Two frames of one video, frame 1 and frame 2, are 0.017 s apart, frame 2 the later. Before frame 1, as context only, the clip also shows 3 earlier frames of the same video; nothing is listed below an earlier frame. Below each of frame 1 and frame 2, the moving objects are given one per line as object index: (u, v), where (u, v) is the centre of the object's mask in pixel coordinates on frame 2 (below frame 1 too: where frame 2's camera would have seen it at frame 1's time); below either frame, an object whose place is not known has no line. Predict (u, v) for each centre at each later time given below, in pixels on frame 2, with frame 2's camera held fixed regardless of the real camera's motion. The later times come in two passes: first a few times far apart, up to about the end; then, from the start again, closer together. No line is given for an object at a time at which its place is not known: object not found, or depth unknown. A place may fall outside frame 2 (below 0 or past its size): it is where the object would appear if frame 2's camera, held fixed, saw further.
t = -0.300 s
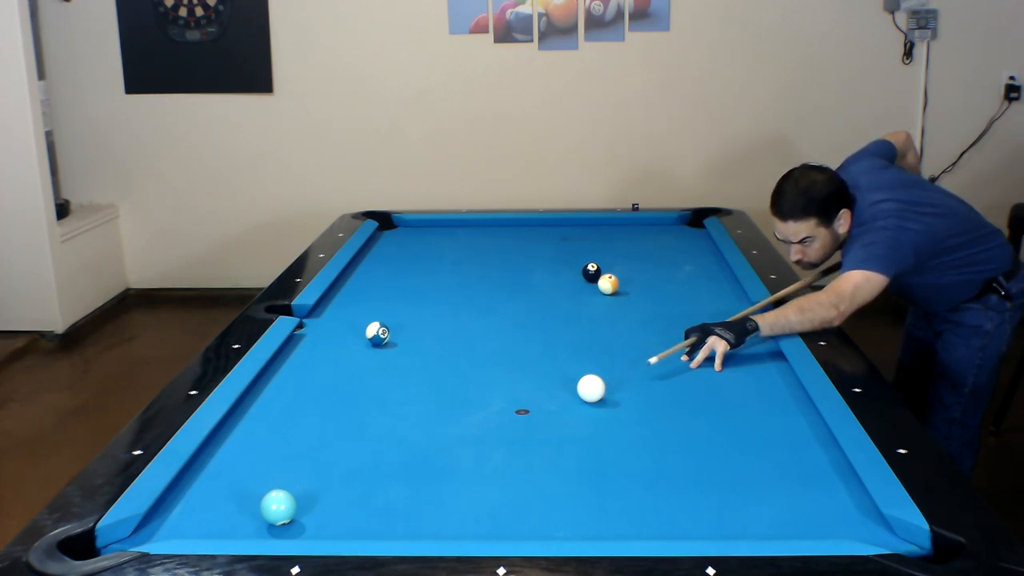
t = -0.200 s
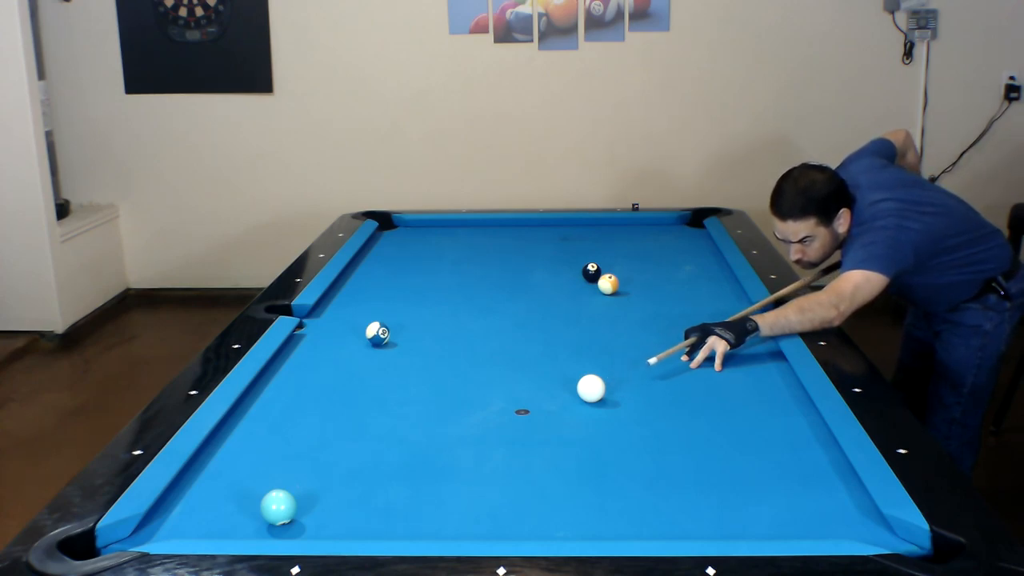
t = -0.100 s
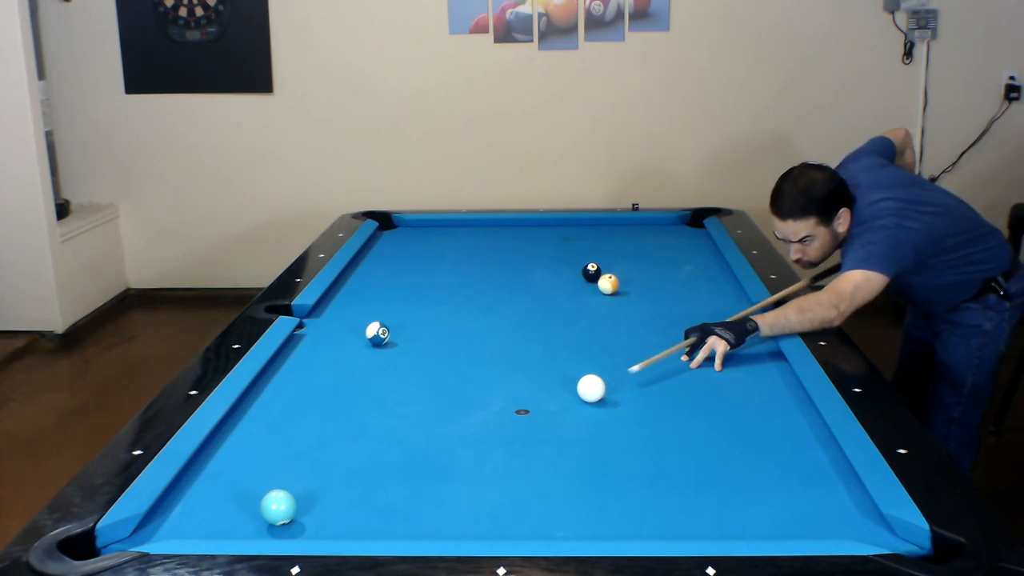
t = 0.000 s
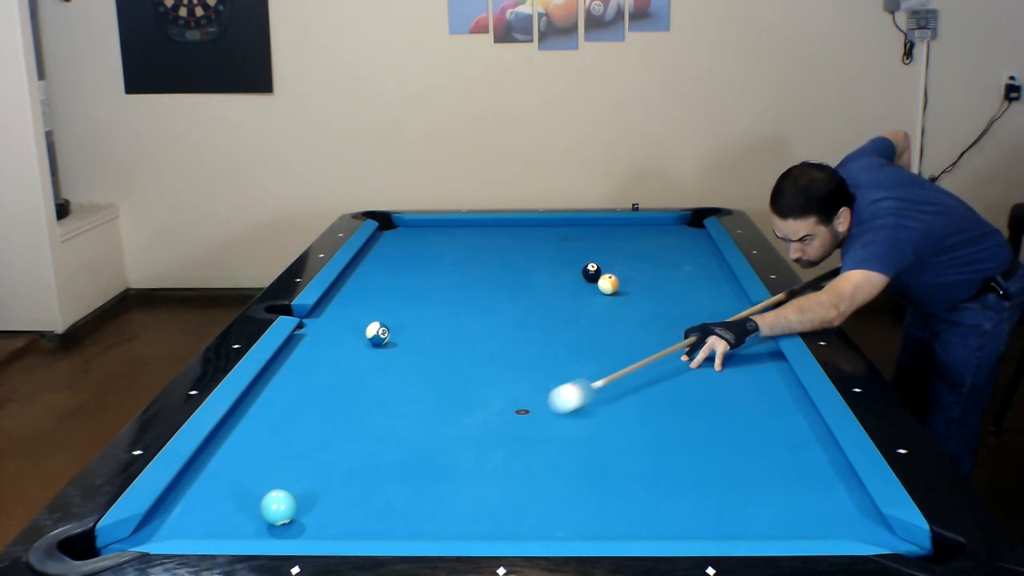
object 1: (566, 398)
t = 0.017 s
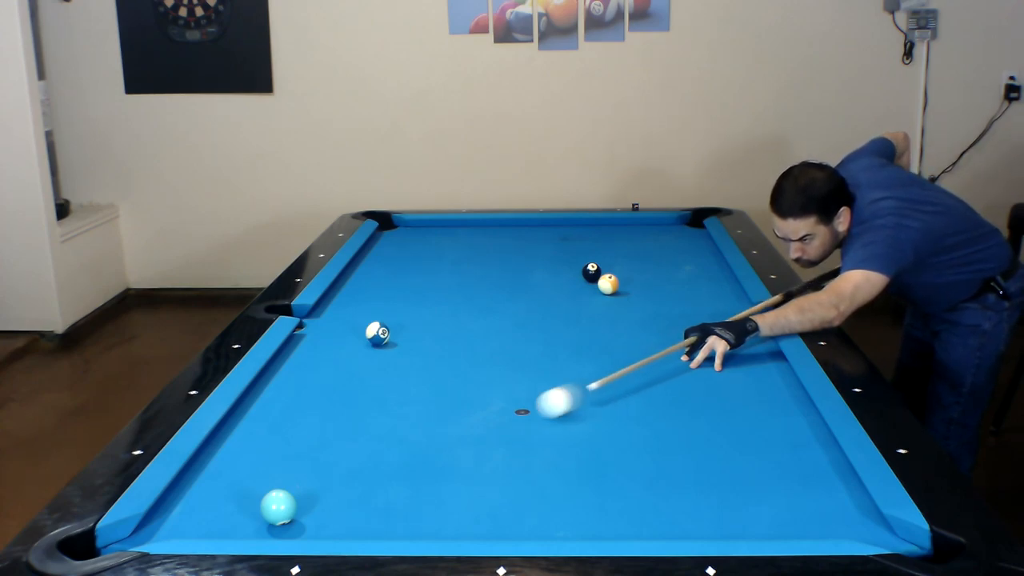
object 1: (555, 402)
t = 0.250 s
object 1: (393, 468)
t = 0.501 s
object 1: (306, 524)
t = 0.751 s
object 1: (313, 511)
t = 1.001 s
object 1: (330, 482)
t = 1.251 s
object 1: (344, 458)
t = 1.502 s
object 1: (356, 438)
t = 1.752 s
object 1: (367, 420)
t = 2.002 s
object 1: (376, 404)
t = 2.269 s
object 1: (385, 390)
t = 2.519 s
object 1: (392, 378)
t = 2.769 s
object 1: (398, 368)
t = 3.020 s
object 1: (404, 359)
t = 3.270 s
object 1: (410, 351)
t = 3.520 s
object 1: (415, 344)
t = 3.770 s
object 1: (419, 338)
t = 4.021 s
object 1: (423, 333)
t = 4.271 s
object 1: (425, 328)
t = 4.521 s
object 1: (427, 324)
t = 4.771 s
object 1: (429, 321)
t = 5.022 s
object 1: (431, 318)
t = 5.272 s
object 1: (433, 316)
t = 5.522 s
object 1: (434, 315)
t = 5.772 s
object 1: (435, 314)
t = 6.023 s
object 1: (436, 314)
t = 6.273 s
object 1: (436, 314)
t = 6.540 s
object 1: (440, 311)
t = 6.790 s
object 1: (436, 314)
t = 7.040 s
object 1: (436, 314)
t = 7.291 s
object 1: (436, 314)
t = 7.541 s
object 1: (436, 314)
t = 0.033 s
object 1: (543, 407)
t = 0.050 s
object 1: (532, 412)
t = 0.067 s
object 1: (520, 417)
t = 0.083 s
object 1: (508, 422)
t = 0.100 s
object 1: (496, 426)
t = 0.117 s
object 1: (484, 431)
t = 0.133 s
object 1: (473, 435)
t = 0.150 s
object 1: (462, 440)
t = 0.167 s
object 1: (450, 445)
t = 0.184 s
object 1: (439, 449)
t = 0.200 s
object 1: (428, 454)
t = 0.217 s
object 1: (417, 459)
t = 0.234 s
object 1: (404, 464)
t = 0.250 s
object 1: (393, 468)
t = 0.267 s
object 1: (380, 473)
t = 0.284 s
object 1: (368, 478)
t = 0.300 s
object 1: (355, 483)
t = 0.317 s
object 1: (342, 488)
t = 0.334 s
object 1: (329, 494)
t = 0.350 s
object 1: (317, 499)
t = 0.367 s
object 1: (314, 502)
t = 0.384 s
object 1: (315, 504)
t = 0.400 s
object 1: (315, 507)
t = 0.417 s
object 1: (314, 510)
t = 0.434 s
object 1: (314, 513)
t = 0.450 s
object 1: (312, 516)
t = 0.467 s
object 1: (311, 519)
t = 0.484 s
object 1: (308, 522)
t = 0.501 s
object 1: (306, 524)
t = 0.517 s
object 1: (303, 526)
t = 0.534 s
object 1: (301, 528)
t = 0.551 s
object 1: (299, 530)
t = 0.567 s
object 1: (299, 529)
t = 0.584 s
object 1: (301, 528)
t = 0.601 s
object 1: (302, 527)
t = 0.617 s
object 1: (303, 525)
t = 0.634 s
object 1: (304, 524)
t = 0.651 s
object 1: (306, 523)
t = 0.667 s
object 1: (307, 521)
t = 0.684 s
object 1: (308, 519)
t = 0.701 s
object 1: (309, 517)
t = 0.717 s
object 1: (310, 515)
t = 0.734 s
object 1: (312, 513)
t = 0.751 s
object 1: (313, 511)
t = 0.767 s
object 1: (314, 509)
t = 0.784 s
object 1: (315, 507)
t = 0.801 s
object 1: (317, 505)
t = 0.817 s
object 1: (318, 503)
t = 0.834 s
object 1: (319, 500)
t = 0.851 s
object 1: (320, 499)
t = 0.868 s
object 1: (321, 497)
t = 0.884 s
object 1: (322, 495)
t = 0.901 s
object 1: (323, 493)
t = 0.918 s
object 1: (325, 491)
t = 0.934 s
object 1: (325, 489)
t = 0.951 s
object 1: (327, 488)
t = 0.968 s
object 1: (328, 486)
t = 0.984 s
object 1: (329, 484)
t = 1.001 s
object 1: (330, 482)
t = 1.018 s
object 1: (331, 481)
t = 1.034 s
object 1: (332, 479)
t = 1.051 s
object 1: (333, 477)
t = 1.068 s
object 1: (334, 476)
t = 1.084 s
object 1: (335, 474)
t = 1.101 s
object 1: (335, 472)
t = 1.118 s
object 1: (337, 470)
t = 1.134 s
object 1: (337, 469)
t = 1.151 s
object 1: (338, 467)
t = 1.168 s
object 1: (339, 466)
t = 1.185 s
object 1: (340, 464)
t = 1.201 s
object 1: (341, 463)
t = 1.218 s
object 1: (342, 461)
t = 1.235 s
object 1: (343, 460)
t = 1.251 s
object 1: (344, 458)
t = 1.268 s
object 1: (345, 457)
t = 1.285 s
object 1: (346, 455)
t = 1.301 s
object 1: (346, 454)
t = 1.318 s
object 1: (347, 452)
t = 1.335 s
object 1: (348, 451)
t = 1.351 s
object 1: (349, 450)
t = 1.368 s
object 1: (350, 448)
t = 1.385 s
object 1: (351, 447)
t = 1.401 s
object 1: (351, 445)
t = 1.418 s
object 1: (352, 444)
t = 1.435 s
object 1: (353, 443)
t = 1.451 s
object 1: (354, 441)
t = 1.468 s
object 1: (355, 440)
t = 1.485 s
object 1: (355, 439)
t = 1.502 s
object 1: (356, 438)
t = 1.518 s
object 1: (357, 436)
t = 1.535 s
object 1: (358, 435)
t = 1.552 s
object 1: (358, 434)
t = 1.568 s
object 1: (359, 433)
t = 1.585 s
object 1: (360, 431)
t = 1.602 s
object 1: (361, 430)
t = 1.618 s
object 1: (361, 429)
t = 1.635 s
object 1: (362, 428)
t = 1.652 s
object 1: (363, 426)
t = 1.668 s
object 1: (363, 425)
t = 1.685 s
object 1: (364, 424)
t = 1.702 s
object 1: (365, 423)
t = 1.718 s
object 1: (366, 422)
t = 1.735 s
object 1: (366, 421)
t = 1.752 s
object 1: (367, 420)
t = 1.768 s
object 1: (367, 419)
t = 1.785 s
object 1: (368, 418)
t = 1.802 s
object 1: (369, 416)
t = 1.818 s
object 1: (370, 415)
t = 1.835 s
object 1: (370, 414)
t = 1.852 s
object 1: (371, 413)
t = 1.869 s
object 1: (371, 412)
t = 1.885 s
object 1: (372, 411)
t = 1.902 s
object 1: (372, 410)
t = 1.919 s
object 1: (373, 409)
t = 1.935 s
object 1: (374, 408)
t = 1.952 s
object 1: (374, 407)
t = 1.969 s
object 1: (375, 406)
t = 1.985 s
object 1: (375, 405)
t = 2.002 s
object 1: (376, 404)
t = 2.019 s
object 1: (377, 403)
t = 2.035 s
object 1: (377, 402)
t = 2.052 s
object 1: (378, 401)
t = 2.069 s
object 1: (378, 400)
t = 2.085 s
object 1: (379, 399)
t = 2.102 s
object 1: (379, 399)
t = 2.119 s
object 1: (380, 398)
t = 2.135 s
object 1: (380, 397)
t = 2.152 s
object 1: (381, 396)
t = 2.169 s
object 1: (382, 395)
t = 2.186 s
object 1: (382, 394)
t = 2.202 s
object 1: (383, 393)
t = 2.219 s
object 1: (383, 392)
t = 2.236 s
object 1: (384, 392)
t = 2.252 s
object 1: (384, 391)
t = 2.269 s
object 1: (385, 390)
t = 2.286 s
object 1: (385, 389)
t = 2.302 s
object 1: (386, 388)
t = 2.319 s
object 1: (386, 387)
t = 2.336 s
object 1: (387, 387)
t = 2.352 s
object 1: (387, 386)
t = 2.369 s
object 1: (388, 385)
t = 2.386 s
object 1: (388, 384)
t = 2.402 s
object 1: (389, 383)
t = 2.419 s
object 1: (389, 383)
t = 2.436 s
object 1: (390, 382)
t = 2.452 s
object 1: (390, 381)
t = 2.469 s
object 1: (391, 381)
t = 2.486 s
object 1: (391, 380)
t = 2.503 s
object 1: (392, 379)
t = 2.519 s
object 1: (392, 378)
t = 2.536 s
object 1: (392, 377)
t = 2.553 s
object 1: (393, 377)
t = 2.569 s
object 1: (393, 376)
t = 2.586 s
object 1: (394, 375)
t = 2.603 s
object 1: (394, 374)
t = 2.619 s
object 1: (394, 374)
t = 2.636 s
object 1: (395, 373)
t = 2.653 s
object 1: (395, 372)
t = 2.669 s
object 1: (396, 372)
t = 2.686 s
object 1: (396, 371)
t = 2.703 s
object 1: (396, 371)
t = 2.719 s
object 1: (397, 370)
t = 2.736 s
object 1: (397, 369)
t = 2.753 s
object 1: (398, 369)
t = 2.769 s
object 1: (398, 368)
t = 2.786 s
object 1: (399, 367)
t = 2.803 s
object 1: (399, 367)
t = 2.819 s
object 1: (399, 366)
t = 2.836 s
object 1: (400, 365)
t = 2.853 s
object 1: (400, 365)
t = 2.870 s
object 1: (401, 364)
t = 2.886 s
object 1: (401, 363)
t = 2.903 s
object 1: (401, 363)
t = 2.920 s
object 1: (402, 362)
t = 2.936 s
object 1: (402, 362)
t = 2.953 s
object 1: (403, 361)
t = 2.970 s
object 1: (403, 361)
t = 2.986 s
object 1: (403, 360)
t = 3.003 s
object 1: (404, 359)
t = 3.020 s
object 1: (404, 359)
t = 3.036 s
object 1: (405, 358)
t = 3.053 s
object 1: (405, 358)
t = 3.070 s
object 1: (405, 357)
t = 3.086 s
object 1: (406, 357)
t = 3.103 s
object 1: (406, 356)
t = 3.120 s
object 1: (406, 356)
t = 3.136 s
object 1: (407, 355)
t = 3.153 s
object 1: (407, 355)
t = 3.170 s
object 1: (407, 354)
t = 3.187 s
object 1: (408, 354)
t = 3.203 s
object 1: (408, 353)
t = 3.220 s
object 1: (409, 353)
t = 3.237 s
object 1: (409, 352)
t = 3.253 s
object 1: (409, 352)
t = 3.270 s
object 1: (410, 351)
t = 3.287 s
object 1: (410, 351)
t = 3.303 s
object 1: (410, 350)
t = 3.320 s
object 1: (411, 350)
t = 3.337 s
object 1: (411, 349)
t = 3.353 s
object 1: (411, 349)
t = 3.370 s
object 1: (412, 348)
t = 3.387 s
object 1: (412, 348)
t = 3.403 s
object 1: (412, 347)
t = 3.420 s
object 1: (413, 347)
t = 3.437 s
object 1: (413, 346)
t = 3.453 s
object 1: (414, 346)
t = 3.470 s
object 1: (414, 345)
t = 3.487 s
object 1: (414, 345)
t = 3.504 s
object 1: (414, 344)
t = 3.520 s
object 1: (415, 344)
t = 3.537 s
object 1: (415, 344)
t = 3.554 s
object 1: (415, 343)
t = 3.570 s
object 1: (416, 343)
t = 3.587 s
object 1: (416, 342)
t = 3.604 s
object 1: (416, 342)
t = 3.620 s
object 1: (417, 341)
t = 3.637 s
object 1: (417, 341)
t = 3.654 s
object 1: (417, 341)
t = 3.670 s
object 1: (418, 340)
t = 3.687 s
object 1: (418, 340)
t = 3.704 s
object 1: (418, 339)
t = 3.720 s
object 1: (418, 339)
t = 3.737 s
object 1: (419, 339)
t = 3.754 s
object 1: (419, 338)
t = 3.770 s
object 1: (419, 338)
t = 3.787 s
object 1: (419, 338)
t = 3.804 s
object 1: (420, 337)
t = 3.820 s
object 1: (420, 337)
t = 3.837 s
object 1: (420, 336)
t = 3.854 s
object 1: (420, 336)
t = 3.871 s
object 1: (421, 336)
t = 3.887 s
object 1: (421, 335)
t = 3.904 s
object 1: (421, 335)
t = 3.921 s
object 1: (421, 334)
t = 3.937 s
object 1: (422, 334)
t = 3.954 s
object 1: (422, 334)
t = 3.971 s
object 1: (422, 334)
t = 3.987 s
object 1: (422, 333)
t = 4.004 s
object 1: (423, 333)
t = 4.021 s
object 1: (423, 333)
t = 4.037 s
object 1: (423, 332)
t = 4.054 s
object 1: (423, 332)
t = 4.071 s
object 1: (424, 332)
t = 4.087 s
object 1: (424, 331)
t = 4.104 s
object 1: (424, 331)
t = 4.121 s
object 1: (424, 331)
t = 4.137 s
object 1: (424, 330)
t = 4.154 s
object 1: (424, 330)
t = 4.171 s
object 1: (424, 330)
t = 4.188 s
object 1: (424, 329)
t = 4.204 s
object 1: (425, 329)
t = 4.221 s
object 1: (425, 329)
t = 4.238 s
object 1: (425, 328)
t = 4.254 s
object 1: (425, 328)
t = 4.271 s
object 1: (425, 328)
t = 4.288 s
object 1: (425, 328)
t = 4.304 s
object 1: (426, 328)
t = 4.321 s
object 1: (426, 327)
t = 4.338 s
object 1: (426, 327)
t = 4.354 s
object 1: (426, 327)
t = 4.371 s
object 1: (426, 326)
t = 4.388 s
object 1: (426, 326)
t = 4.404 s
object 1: (426, 326)
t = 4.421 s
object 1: (426, 326)
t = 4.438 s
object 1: (426, 325)
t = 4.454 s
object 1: (426, 325)
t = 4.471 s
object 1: (427, 325)
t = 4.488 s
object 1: (427, 325)
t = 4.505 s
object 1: (427, 324)
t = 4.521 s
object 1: (427, 324)
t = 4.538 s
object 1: (427, 324)
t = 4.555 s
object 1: (427, 324)
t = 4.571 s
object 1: (427, 323)
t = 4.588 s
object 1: (428, 323)
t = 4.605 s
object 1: (428, 323)
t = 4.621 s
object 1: (428, 323)
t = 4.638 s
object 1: (428, 323)
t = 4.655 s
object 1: (428, 322)
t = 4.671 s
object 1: (428, 322)
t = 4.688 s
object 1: (428, 322)
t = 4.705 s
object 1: (428, 322)
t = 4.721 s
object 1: (428, 322)
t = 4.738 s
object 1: (429, 321)
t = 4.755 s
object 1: (429, 321)
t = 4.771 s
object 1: (429, 321)
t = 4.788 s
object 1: (429, 321)
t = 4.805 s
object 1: (429, 321)
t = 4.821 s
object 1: (429, 320)
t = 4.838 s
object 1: (429, 320)
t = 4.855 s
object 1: (430, 320)
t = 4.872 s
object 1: (430, 320)
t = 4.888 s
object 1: (430, 320)
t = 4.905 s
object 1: (430, 320)
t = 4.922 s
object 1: (430, 319)
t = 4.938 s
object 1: (430, 319)
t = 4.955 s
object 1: (430, 319)
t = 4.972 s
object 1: (430, 319)
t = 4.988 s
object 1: (430, 319)
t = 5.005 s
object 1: (431, 319)
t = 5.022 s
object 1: (431, 318)
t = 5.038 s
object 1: (431, 318)
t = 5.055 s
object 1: (431, 318)
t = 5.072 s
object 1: (431, 318)
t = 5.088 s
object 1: (431, 318)
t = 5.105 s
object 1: (431, 318)
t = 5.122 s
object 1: (431, 318)
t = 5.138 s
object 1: (431, 317)
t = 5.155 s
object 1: (432, 317)
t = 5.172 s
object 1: (432, 317)
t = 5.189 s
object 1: (432, 317)
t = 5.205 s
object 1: (432, 317)
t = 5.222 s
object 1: (432, 317)
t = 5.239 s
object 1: (432, 317)
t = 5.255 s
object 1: (432, 317)
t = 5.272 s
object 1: (433, 316)
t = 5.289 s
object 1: (433, 316)
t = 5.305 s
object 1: (433, 316)
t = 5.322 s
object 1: (433, 316)
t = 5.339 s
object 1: (433, 316)
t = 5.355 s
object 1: (433, 316)
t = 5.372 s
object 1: (433, 316)
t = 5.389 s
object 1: (433, 316)
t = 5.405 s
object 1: (433, 316)
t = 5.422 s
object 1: (433, 316)
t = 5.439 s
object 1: (434, 315)
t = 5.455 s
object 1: (434, 315)
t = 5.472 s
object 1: (434, 315)
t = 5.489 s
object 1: (434, 315)
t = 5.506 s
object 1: (434, 315)
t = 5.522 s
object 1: (434, 315)
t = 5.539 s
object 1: (434, 315)
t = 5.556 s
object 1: (434, 315)
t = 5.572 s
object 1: (434, 315)
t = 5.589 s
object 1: (434, 315)
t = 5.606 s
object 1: (435, 315)
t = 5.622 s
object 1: (434, 315)
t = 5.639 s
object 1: (435, 314)
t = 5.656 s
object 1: (435, 314)
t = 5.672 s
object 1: (435, 314)
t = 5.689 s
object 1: (435, 314)
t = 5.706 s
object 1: (435, 314)
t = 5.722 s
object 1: (435, 314)
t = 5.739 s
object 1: (435, 314)
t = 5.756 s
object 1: (435, 314)
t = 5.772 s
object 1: (435, 314)
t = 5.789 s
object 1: (435, 314)
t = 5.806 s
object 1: (435, 314)
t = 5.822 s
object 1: (435, 314)
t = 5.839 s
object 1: (436, 314)
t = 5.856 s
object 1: (436, 314)
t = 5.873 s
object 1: (436, 314)
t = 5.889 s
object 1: (436, 314)
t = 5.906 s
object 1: (436, 314)
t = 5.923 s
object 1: (436, 314)
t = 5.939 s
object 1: (436, 314)
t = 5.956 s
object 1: (436, 314)
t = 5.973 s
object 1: (436, 314)
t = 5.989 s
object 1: (436, 314)
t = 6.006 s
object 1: (436, 314)
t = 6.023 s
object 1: (436, 314)
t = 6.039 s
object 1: (436, 314)
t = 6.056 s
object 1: (436, 314)
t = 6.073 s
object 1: (436, 314)
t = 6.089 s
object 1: (437, 314)
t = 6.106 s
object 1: (437, 314)
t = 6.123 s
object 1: (437, 314)
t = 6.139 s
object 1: (436, 314)
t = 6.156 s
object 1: (437, 314)
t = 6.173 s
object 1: (437, 314)
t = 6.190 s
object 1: (436, 314)
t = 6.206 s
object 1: (436, 314)
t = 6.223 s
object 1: (436, 314)
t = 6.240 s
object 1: (436, 314)
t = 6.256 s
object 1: (436, 314)
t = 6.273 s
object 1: (436, 314)
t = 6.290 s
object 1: (436, 314)
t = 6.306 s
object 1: (436, 314)
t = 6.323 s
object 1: (436, 314)
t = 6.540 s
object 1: (440, 311)
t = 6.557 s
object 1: (437, 314)
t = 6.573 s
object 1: (436, 314)
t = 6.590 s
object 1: (436, 314)
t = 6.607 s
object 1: (436, 314)
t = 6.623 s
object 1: (436, 314)
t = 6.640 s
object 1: (436, 314)
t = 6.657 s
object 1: (436, 314)
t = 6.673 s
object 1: (436, 314)
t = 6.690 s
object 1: (436, 314)
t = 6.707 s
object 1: (436, 314)
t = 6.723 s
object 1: (436, 314)
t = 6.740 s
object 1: (436, 314)
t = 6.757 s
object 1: (436, 314)
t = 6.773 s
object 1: (436, 314)
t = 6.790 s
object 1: (436, 314)
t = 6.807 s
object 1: (436, 314)
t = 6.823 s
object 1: (436, 314)
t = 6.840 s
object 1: (436, 314)
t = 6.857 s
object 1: (436, 314)
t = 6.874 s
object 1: (436, 314)
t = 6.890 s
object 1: (436, 314)
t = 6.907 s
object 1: (436, 314)
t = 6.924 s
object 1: (436, 314)
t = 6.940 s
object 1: (436, 314)
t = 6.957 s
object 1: (436, 314)
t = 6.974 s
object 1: (436, 314)
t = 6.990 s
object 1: (436, 314)
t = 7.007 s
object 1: (436, 314)
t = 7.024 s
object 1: (436, 314)
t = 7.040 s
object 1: (436, 314)
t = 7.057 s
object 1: (436, 314)
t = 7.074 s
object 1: (436, 314)
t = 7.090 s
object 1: (436, 314)
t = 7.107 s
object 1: (436, 314)
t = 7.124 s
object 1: (436, 314)
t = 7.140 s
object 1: (436, 314)
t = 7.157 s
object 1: (436, 314)
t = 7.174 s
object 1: (436, 314)
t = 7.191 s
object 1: (436, 314)
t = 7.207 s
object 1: (436, 314)
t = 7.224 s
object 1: (436, 314)
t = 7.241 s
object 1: (436, 314)
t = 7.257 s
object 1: (436, 314)
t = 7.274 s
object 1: (436, 314)
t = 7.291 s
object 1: (436, 314)
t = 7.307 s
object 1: (436, 314)
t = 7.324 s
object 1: (436, 314)
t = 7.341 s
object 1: (436, 314)
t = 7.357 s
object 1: (436, 314)
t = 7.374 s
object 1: (436, 314)
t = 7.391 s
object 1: (436, 314)
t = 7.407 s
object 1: (436, 314)
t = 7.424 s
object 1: (436, 314)
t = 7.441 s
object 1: (436, 314)
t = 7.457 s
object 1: (436, 314)
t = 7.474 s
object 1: (436, 314)
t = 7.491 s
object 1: (436, 314)
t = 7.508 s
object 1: (436, 314)
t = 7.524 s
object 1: (436, 314)
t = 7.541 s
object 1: (436, 314)
